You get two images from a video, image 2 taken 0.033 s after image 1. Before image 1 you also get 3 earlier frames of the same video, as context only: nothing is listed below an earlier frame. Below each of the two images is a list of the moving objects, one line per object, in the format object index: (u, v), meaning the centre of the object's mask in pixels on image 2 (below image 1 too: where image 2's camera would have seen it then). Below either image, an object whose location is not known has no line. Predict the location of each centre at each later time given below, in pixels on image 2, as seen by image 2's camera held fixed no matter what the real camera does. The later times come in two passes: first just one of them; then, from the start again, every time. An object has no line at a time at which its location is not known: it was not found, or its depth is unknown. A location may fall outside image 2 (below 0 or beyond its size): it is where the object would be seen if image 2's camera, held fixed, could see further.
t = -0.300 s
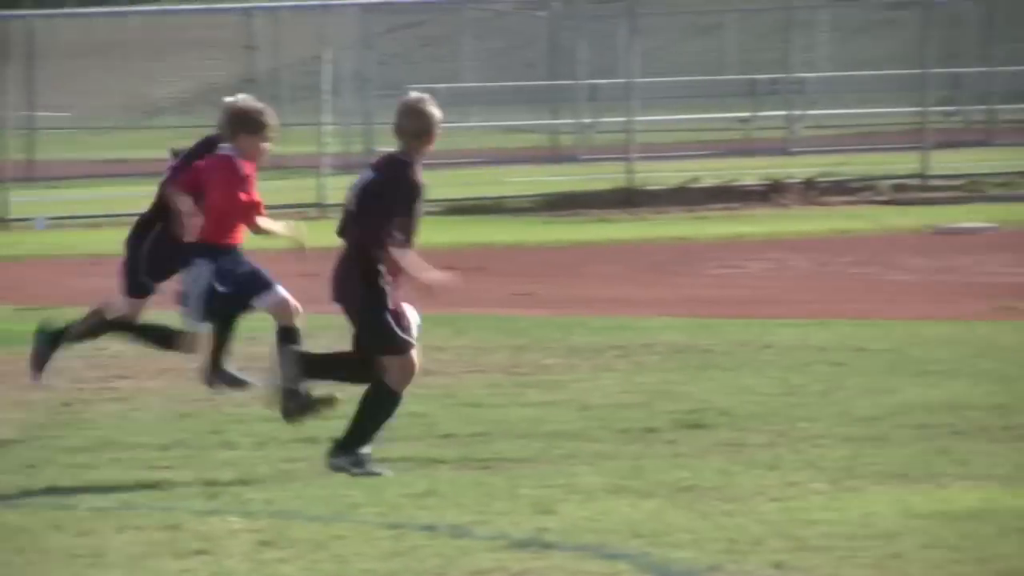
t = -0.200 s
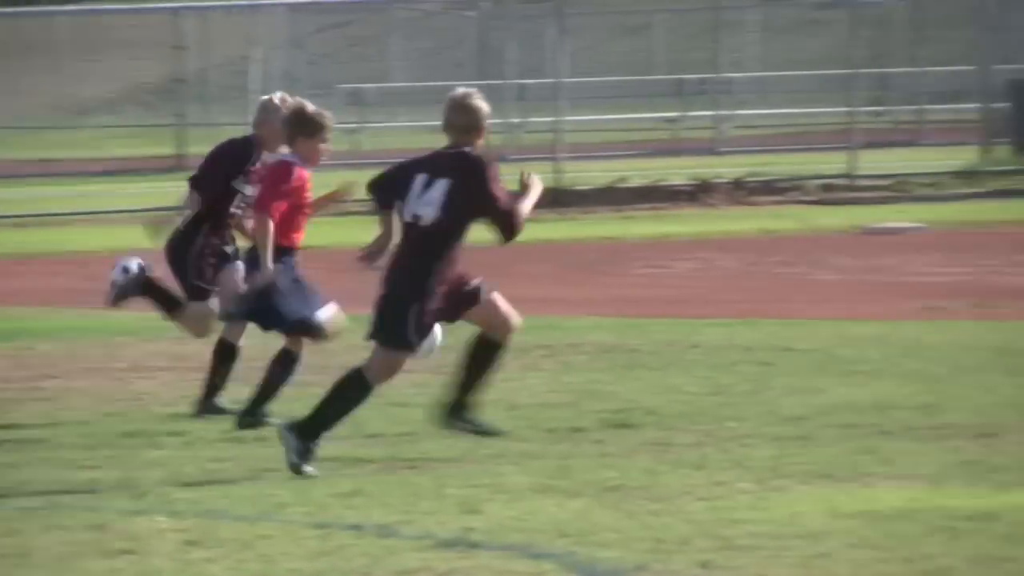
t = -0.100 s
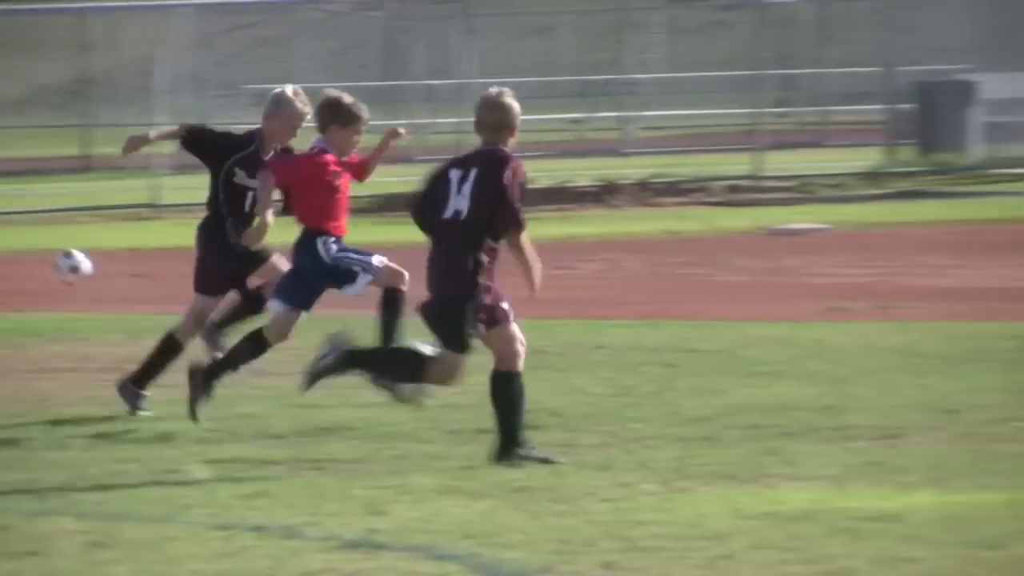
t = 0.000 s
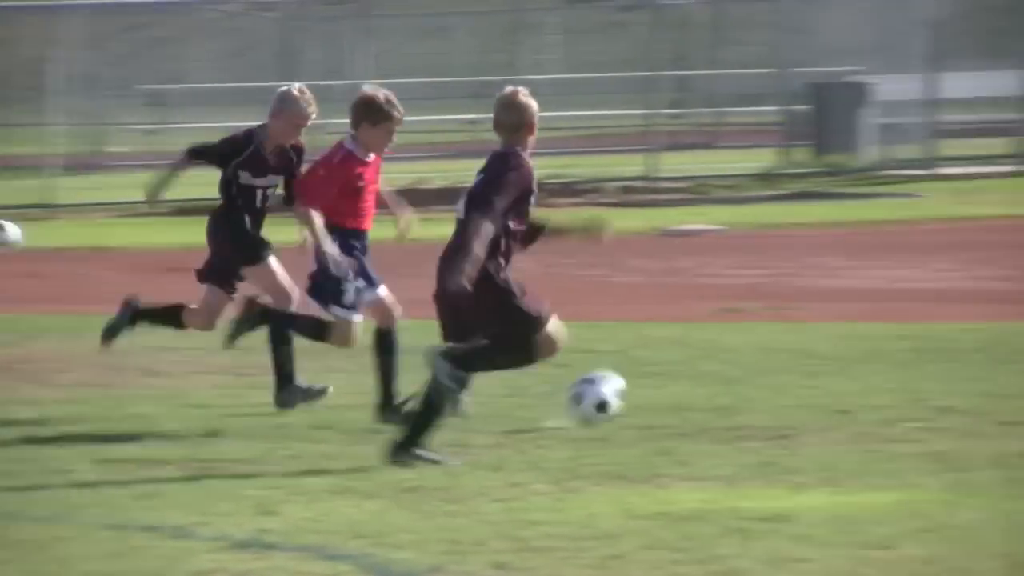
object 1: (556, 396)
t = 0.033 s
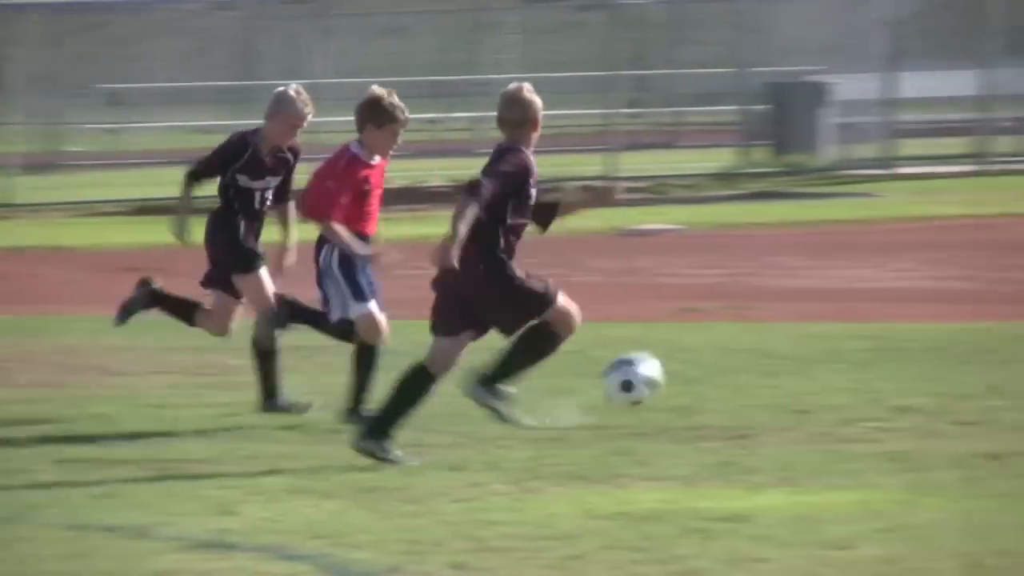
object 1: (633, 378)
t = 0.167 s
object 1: (948, 335)
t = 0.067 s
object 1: (710, 363)
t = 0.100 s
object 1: (787, 351)
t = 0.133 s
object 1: (865, 342)
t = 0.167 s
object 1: (948, 335)
